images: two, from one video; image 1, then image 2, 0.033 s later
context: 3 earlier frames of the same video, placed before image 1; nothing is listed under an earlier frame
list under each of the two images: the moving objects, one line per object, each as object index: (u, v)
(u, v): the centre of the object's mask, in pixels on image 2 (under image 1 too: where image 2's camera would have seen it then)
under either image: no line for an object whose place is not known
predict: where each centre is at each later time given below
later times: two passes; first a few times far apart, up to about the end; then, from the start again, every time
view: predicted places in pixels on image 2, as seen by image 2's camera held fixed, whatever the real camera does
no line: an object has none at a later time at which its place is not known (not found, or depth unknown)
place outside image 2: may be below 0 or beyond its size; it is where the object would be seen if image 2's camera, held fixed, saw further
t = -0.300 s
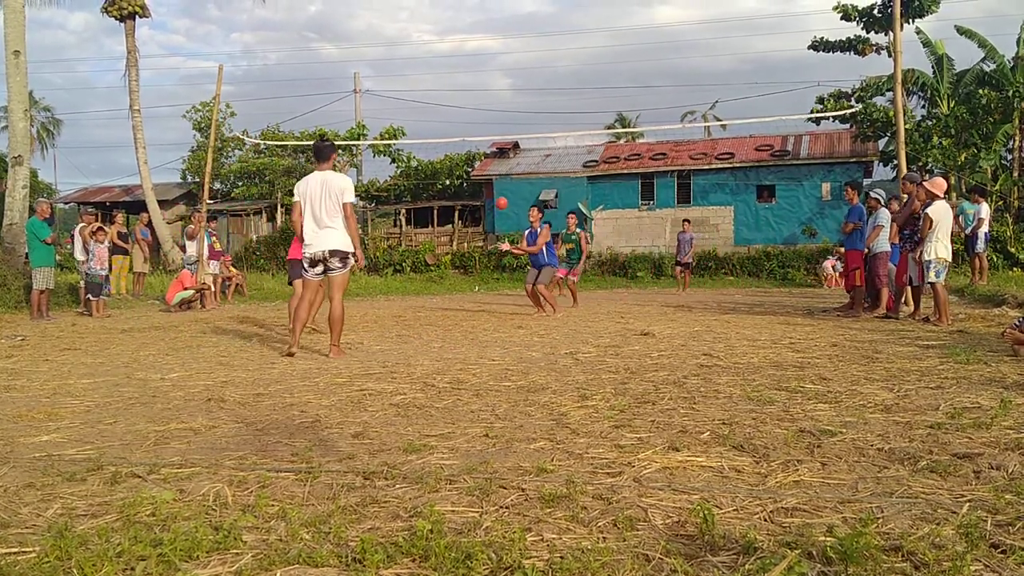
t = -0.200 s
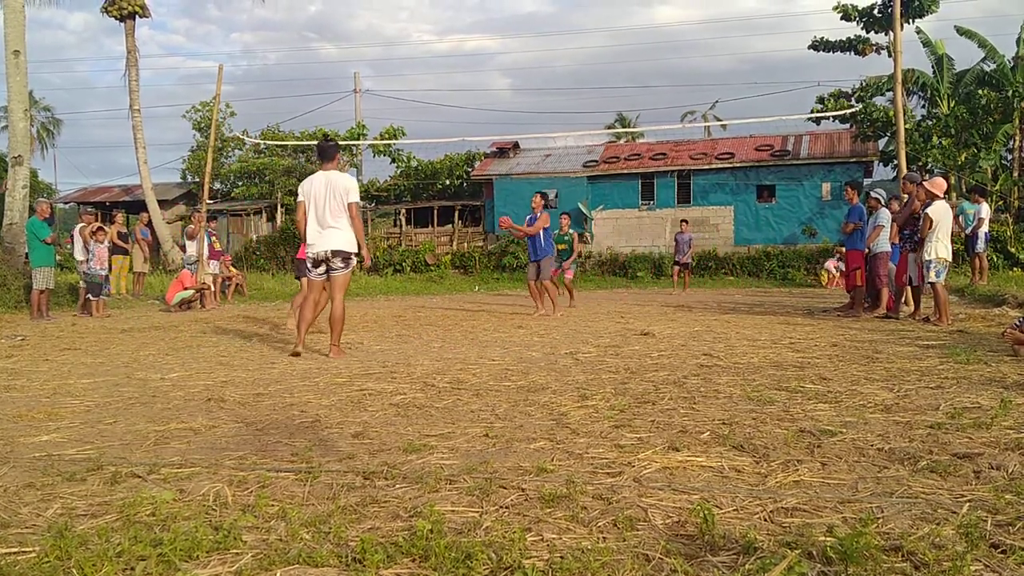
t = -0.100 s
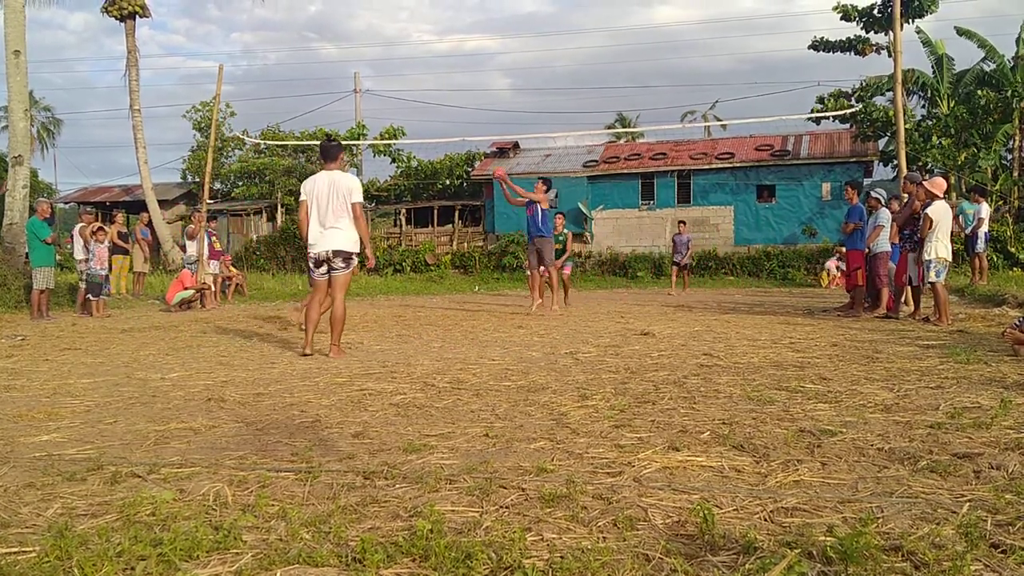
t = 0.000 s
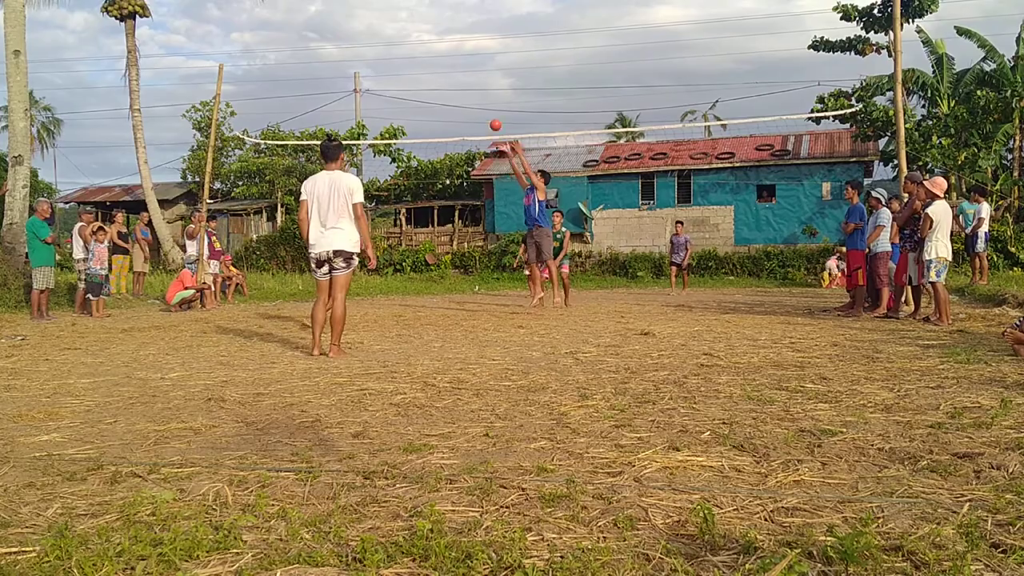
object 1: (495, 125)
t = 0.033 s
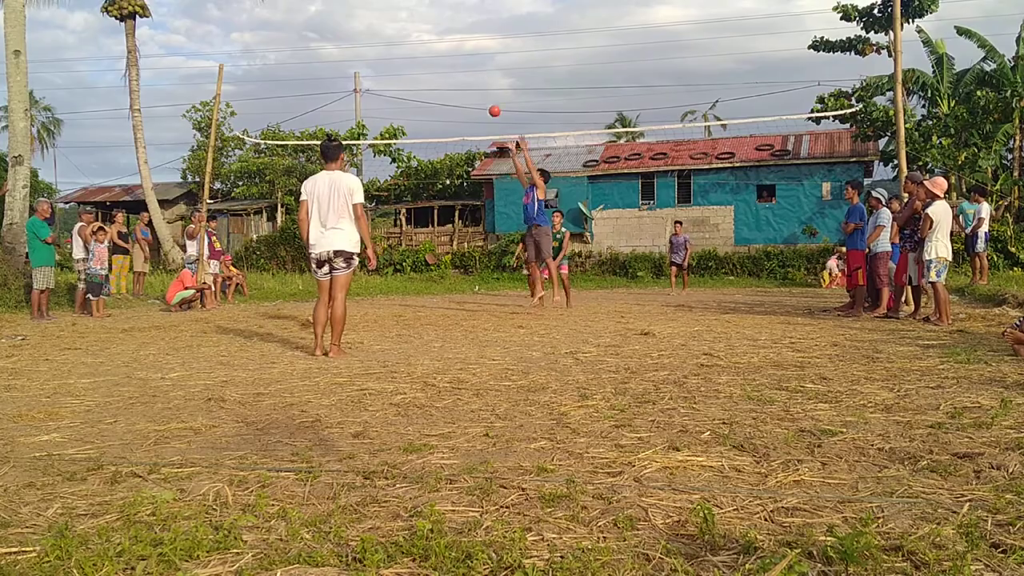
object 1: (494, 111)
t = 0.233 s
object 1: (487, 45)
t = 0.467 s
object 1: (480, 9)
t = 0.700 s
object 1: (472, 14)
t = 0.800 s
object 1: (469, 30)
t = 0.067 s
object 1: (493, 98)
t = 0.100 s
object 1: (492, 86)
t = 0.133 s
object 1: (491, 74)
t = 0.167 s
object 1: (490, 63)
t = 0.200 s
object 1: (489, 54)
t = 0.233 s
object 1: (487, 45)
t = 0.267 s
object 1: (486, 37)
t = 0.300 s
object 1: (485, 30)
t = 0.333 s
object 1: (484, 24)
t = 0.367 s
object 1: (483, 19)
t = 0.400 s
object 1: (482, 14)
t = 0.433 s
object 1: (481, 11)
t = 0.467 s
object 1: (480, 9)
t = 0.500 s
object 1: (479, 7)
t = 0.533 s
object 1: (478, 6)
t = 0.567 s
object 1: (476, 6)
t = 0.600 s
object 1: (475, 7)
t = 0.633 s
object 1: (474, 9)
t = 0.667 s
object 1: (473, 11)
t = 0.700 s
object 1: (472, 14)
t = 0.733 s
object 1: (471, 19)
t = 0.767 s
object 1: (470, 24)
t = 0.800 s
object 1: (469, 30)
